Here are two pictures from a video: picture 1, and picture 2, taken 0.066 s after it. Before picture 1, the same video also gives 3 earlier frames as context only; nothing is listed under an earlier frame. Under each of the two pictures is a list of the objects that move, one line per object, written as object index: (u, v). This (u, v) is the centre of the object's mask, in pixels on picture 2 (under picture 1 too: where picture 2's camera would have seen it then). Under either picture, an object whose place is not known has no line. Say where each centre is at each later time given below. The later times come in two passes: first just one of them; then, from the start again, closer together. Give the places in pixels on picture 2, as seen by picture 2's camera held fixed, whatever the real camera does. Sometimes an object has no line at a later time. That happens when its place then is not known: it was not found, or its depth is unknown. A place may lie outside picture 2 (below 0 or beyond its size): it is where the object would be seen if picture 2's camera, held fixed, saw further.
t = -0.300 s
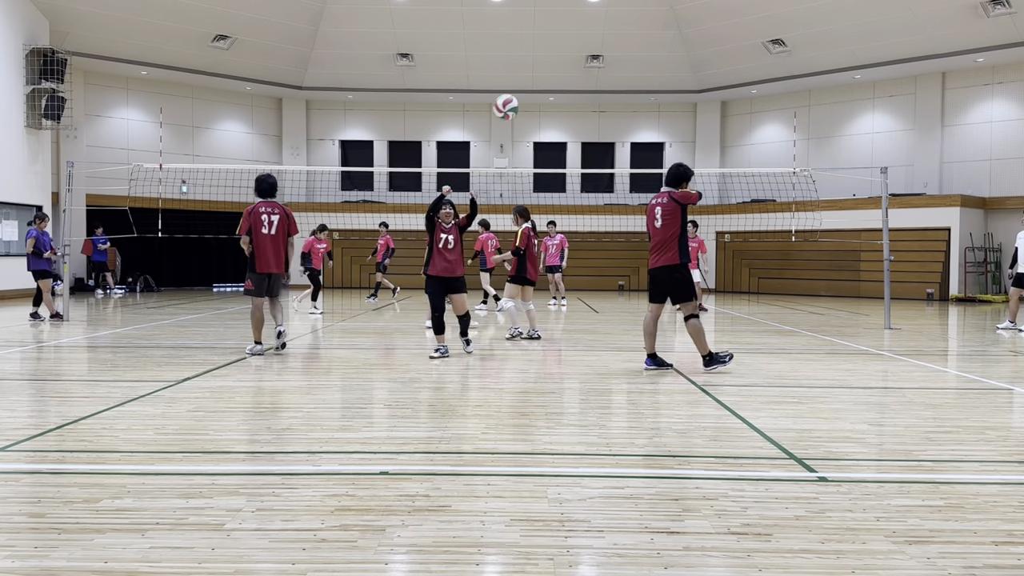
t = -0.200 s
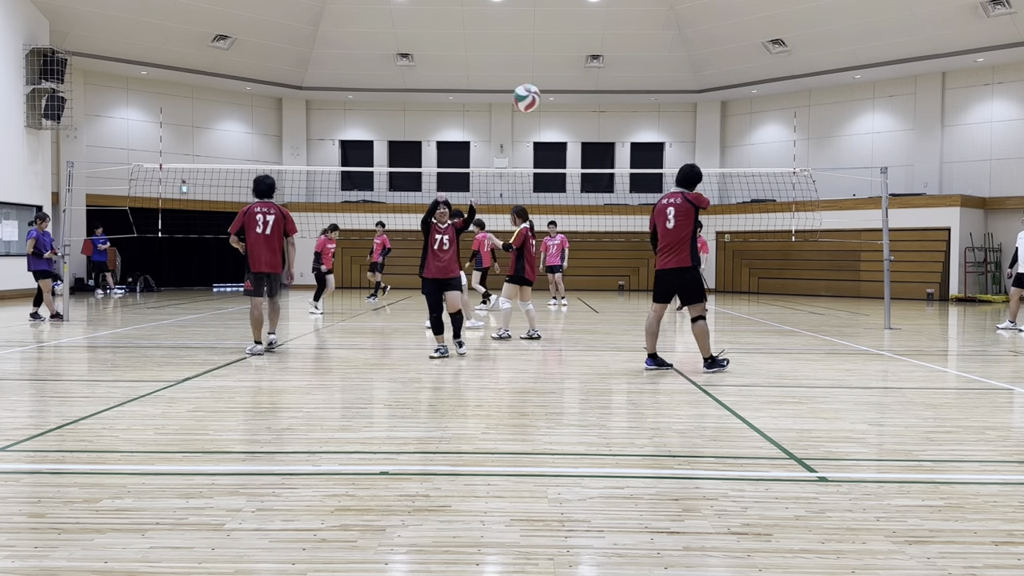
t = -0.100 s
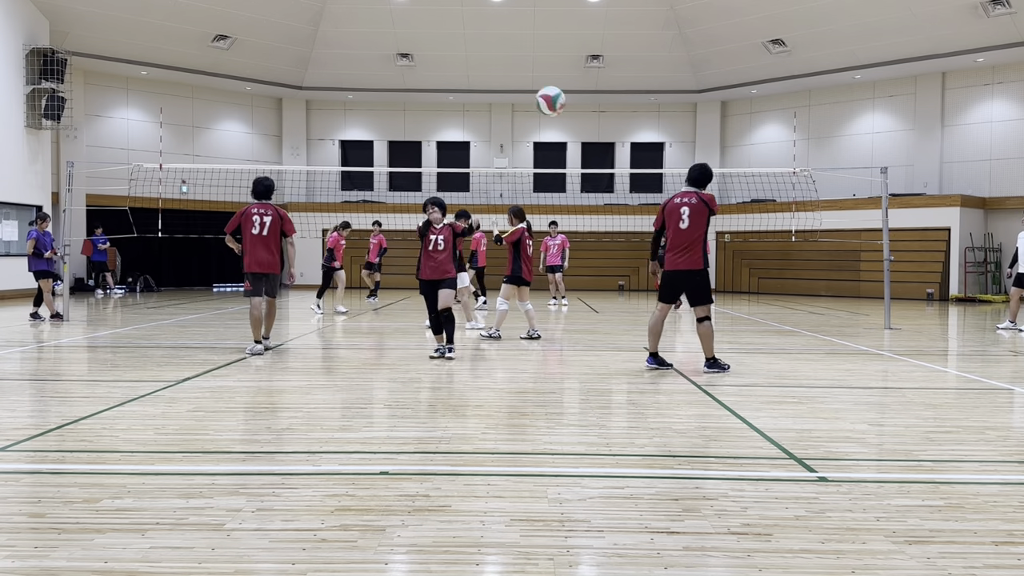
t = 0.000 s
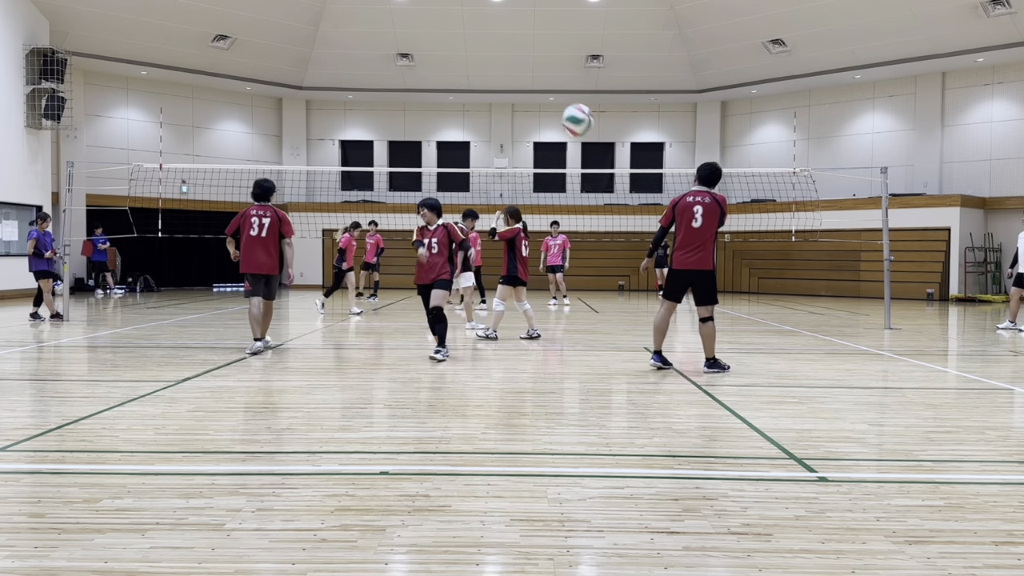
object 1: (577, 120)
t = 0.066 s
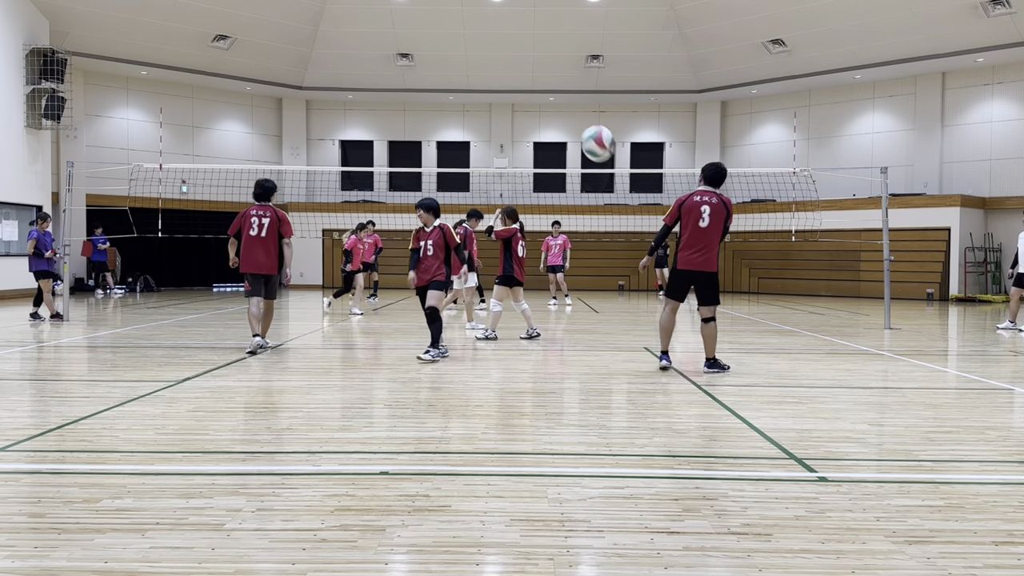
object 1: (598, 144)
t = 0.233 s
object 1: (659, 248)
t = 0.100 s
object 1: (608, 158)
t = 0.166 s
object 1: (633, 196)
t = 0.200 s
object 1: (646, 220)
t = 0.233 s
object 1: (659, 248)
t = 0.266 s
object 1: (673, 279)
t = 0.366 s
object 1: (720, 397)
